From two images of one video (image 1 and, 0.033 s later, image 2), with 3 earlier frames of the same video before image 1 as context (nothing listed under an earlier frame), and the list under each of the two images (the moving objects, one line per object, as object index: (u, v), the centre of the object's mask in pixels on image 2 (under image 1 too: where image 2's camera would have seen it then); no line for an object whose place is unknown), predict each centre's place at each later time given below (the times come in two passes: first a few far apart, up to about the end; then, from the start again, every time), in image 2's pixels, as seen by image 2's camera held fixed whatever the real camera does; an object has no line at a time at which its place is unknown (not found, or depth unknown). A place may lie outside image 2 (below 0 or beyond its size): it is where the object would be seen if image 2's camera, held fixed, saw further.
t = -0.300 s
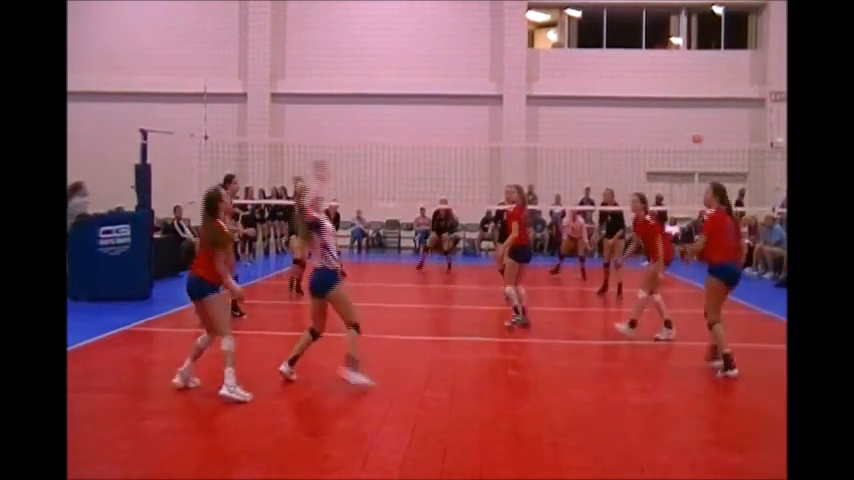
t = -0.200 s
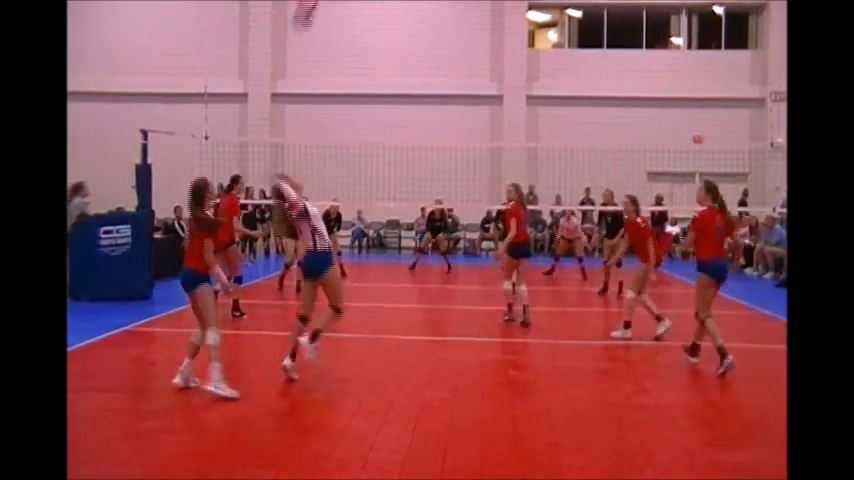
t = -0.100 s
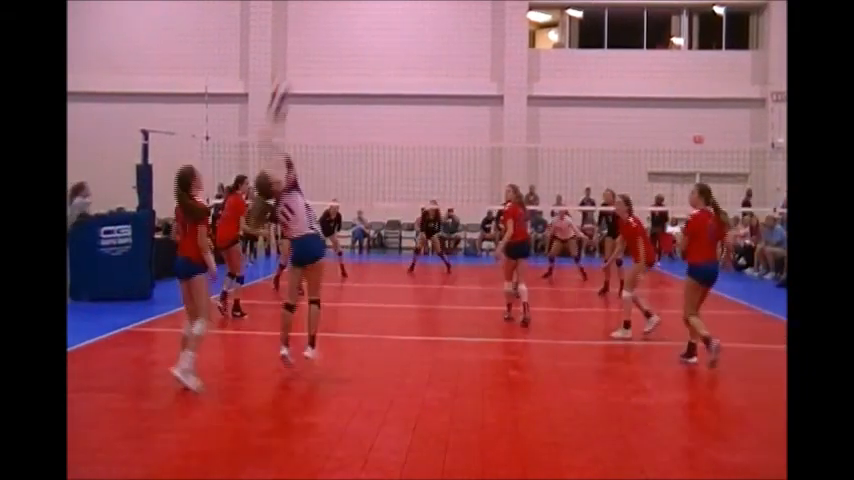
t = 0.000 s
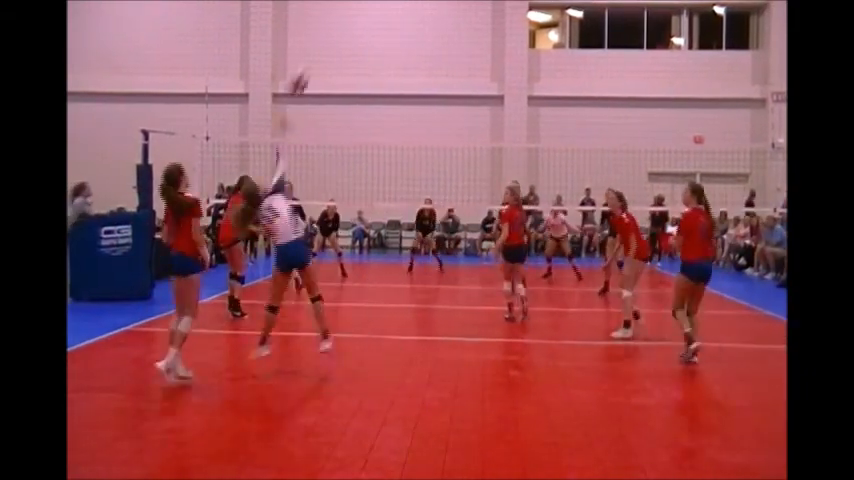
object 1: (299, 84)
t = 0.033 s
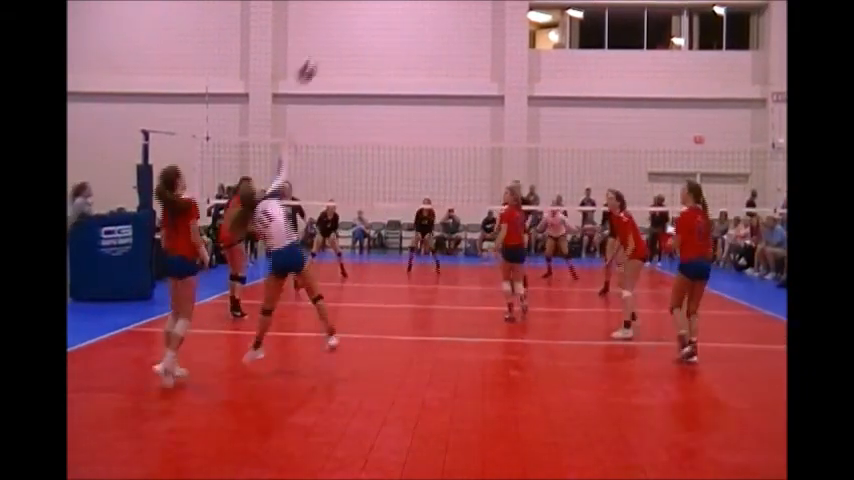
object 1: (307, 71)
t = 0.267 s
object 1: (345, 38)
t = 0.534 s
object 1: (370, 68)
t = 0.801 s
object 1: (382, 130)
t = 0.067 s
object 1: (313, 61)
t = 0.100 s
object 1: (320, 53)
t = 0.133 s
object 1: (326, 48)
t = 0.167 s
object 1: (332, 44)
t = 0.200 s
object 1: (337, 41)
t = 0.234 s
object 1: (342, 39)
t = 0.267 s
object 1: (345, 38)
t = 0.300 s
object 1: (349, 40)
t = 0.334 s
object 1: (352, 41)
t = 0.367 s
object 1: (356, 44)
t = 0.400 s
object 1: (359, 47)
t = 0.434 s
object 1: (362, 52)
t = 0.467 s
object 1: (364, 56)
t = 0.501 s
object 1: (367, 62)
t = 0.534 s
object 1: (370, 68)
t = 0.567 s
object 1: (372, 74)
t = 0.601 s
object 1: (373, 80)
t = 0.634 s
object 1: (375, 88)
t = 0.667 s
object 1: (377, 94)
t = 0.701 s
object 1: (378, 103)
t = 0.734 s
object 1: (381, 112)
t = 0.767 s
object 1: (382, 121)
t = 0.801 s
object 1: (382, 130)
